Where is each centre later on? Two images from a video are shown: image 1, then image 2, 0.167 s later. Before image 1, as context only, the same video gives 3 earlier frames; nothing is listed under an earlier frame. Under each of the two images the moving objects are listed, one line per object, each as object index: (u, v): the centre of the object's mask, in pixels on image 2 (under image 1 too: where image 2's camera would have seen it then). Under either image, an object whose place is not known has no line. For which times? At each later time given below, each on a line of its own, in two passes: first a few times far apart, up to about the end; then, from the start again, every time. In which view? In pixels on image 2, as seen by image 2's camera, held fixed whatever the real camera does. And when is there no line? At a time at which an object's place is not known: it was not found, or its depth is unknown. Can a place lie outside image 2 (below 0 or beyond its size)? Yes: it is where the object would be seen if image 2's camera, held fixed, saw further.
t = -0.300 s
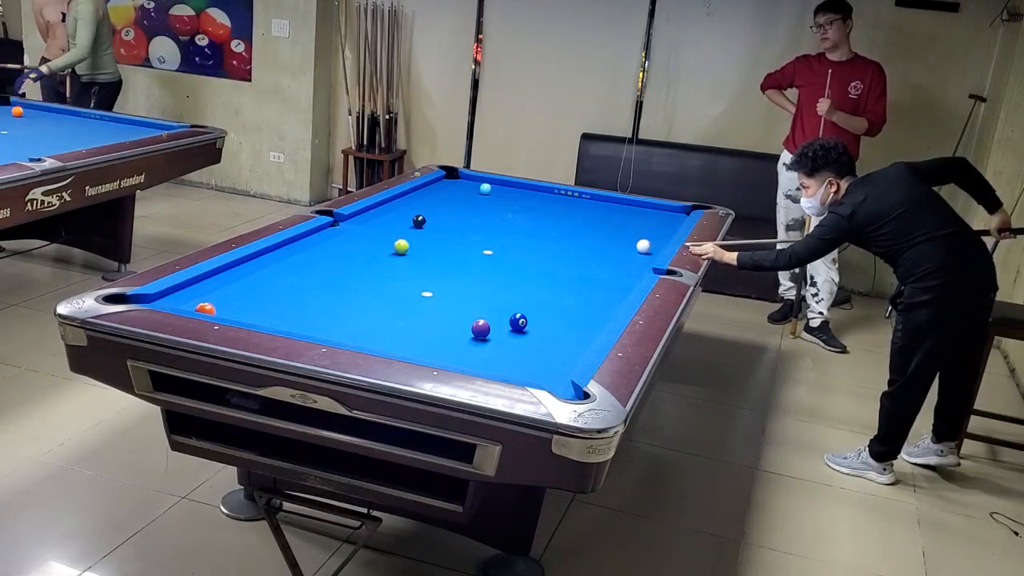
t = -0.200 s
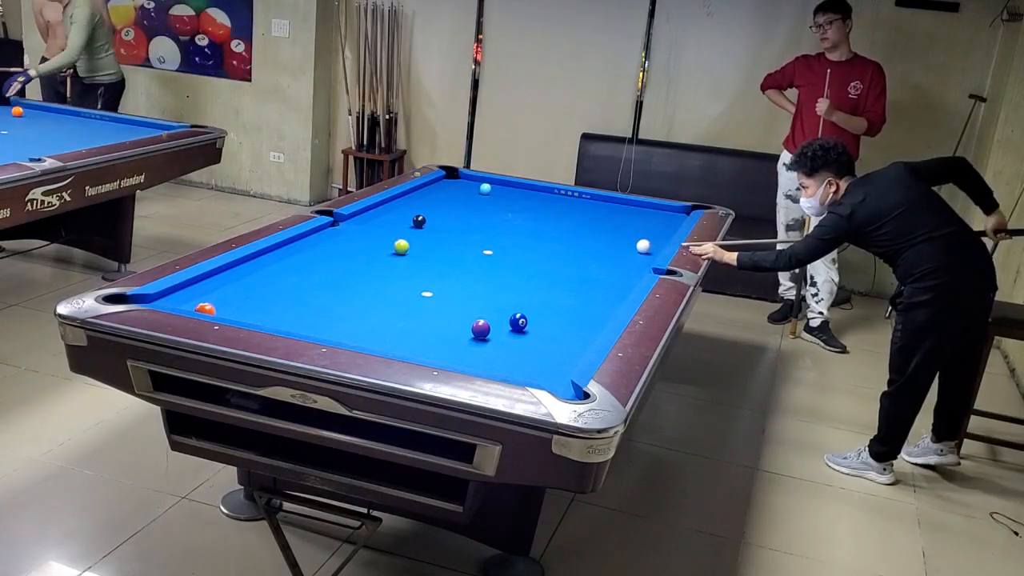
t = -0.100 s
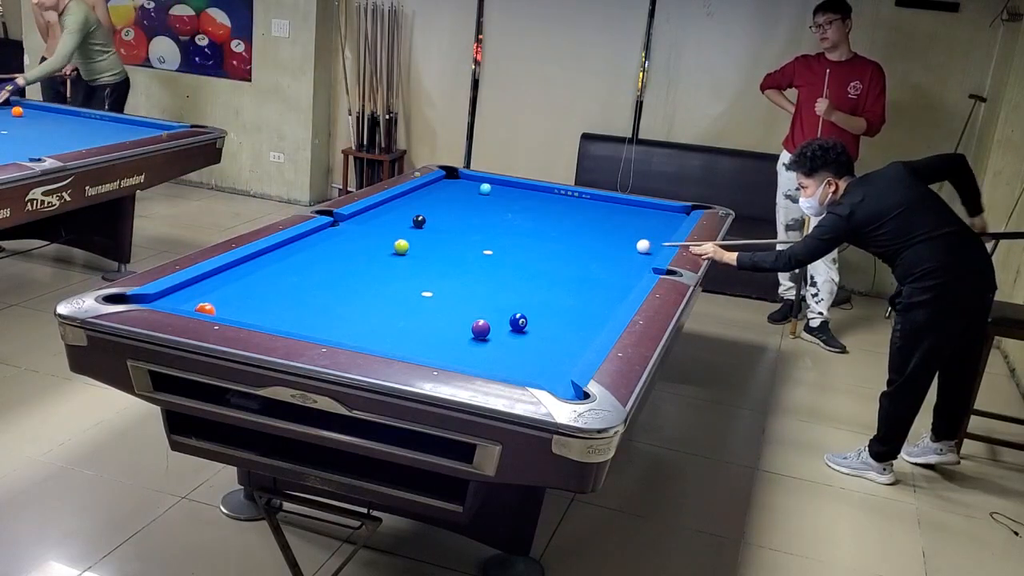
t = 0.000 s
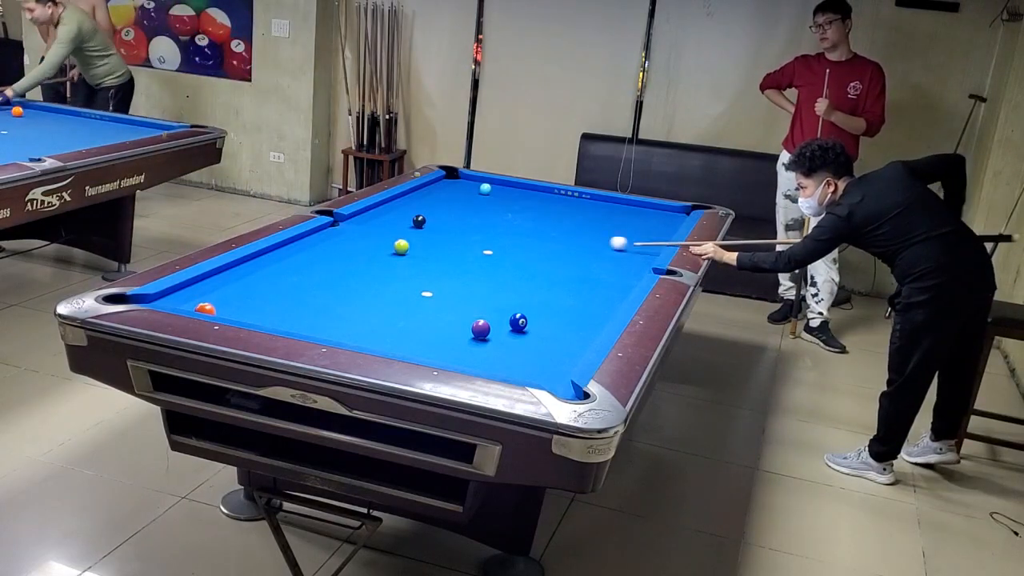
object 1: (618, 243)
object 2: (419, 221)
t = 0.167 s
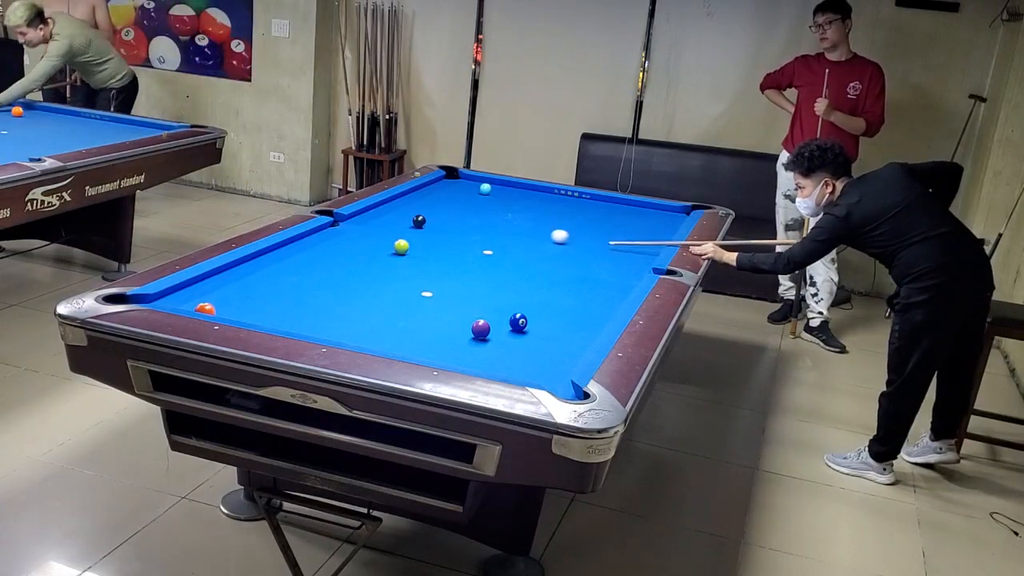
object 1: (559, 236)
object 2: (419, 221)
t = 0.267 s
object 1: (526, 232)
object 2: (419, 221)
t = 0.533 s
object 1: (437, 222)
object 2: (419, 221)
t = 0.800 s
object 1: (406, 211)
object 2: (367, 222)
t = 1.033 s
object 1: (387, 204)
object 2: (347, 221)
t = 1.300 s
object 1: (410, 205)
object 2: (368, 220)
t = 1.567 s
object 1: (432, 206)
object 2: (387, 219)
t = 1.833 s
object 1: (452, 207)
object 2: (405, 218)
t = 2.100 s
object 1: (470, 207)
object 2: (421, 217)
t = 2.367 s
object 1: (488, 208)
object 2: (435, 216)
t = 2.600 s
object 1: (502, 208)
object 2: (447, 216)
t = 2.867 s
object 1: (517, 209)
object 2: (460, 215)
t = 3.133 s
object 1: (531, 209)
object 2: (471, 214)
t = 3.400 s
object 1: (544, 209)
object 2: (481, 214)
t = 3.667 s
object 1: (555, 209)
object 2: (490, 213)
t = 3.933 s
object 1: (566, 210)
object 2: (499, 213)
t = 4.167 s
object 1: (575, 210)
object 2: (505, 212)
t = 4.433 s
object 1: (584, 210)
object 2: (512, 212)
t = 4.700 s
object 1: (592, 210)
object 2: (517, 211)
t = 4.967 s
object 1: (599, 210)
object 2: (521, 211)
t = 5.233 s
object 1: (605, 210)
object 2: (525, 210)
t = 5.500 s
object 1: (610, 210)
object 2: (528, 210)
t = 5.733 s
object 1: (614, 210)
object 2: (529, 210)
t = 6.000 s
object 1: (617, 210)
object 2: (530, 210)
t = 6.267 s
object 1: (619, 210)
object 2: (531, 210)
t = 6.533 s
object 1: (621, 210)
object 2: (532, 210)
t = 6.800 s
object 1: (622, 210)
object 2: (531, 210)
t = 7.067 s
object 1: (623, 210)
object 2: (531, 210)
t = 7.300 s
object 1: (622, 210)
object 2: (531, 210)
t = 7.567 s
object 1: (623, 210)
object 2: (531, 210)
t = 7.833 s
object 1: (622, 210)
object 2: (531, 210)
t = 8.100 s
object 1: (622, 210)
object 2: (531, 210)
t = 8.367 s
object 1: (622, 210)
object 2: (531, 210)
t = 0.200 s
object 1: (548, 235)
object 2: (419, 221)
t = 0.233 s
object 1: (536, 234)
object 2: (419, 221)
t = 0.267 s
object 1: (526, 232)
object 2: (419, 221)
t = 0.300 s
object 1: (514, 231)
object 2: (419, 221)
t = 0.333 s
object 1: (503, 230)
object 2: (419, 221)
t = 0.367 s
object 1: (492, 228)
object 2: (419, 221)
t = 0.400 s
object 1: (481, 227)
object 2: (419, 221)
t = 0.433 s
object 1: (470, 226)
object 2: (419, 221)
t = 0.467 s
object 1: (459, 224)
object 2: (419, 221)
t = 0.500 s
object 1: (448, 223)
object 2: (419, 221)
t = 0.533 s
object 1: (437, 222)
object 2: (419, 221)
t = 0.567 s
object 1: (430, 220)
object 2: (414, 221)
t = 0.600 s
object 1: (428, 219)
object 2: (406, 221)
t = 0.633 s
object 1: (425, 218)
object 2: (399, 221)
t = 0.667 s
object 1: (422, 216)
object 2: (392, 221)
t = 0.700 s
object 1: (418, 215)
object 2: (385, 221)
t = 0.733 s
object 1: (414, 214)
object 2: (379, 221)
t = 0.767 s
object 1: (410, 212)
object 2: (373, 222)
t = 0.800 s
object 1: (406, 211)
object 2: (367, 222)
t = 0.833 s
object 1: (402, 210)
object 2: (361, 221)
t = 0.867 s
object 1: (398, 209)
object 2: (354, 221)
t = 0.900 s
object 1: (394, 207)
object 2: (348, 221)
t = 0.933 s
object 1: (390, 206)
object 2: (342, 221)
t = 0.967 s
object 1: (387, 205)
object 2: (340, 221)
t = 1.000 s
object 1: (384, 204)
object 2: (344, 221)
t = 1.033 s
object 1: (387, 204)
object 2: (347, 221)
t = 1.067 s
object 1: (390, 204)
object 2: (350, 221)
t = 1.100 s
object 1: (393, 204)
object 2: (352, 221)
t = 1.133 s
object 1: (396, 204)
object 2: (355, 221)
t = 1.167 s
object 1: (399, 205)
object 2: (358, 220)
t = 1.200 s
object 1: (402, 205)
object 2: (360, 220)
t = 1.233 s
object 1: (404, 205)
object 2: (363, 220)
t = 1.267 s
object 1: (407, 205)
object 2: (365, 220)
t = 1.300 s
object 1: (410, 205)
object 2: (368, 220)
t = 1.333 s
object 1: (413, 205)
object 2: (371, 220)
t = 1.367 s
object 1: (416, 205)
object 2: (373, 220)
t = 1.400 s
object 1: (418, 205)
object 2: (376, 220)
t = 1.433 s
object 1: (421, 205)
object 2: (378, 219)
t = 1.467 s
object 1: (424, 205)
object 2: (380, 219)
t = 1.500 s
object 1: (426, 205)
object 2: (383, 219)
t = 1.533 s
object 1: (429, 206)
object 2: (385, 219)
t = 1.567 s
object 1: (432, 206)
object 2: (387, 219)
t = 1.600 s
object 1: (434, 206)
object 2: (390, 219)
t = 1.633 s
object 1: (437, 206)
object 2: (392, 219)
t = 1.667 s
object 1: (439, 206)
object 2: (394, 218)
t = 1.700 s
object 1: (442, 206)
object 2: (396, 218)
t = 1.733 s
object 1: (444, 206)
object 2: (398, 218)
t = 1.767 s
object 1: (447, 206)
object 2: (400, 218)
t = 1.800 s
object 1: (449, 206)
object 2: (402, 218)
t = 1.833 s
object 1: (452, 207)
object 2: (405, 218)
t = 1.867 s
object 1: (454, 207)
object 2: (407, 218)
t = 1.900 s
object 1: (456, 207)
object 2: (409, 218)
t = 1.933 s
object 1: (459, 207)
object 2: (411, 218)
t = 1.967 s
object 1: (461, 207)
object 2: (413, 218)
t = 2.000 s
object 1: (463, 207)
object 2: (415, 217)
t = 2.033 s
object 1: (466, 207)
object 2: (417, 217)
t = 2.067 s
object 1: (468, 207)
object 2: (419, 217)
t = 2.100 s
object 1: (470, 207)
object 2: (421, 217)
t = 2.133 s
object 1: (472, 207)
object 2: (423, 217)
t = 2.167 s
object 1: (475, 207)
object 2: (425, 217)
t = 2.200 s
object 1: (477, 208)
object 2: (427, 217)
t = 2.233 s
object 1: (479, 207)
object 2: (428, 217)
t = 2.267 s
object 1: (481, 208)
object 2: (430, 217)
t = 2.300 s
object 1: (483, 208)
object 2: (432, 217)
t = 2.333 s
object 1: (486, 208)
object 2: (434, 216)
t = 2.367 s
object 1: (488, 208)
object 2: (435, 216)
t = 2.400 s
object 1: (490, 208)
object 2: (437, 216)
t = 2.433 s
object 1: (492, 208)
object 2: (439, 216)
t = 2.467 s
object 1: (494, 208)
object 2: (441, 216)
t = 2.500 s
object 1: (496, 208)
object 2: (442, 216)
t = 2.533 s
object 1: (498, 208)
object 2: (444, 216)
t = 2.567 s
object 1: (500, 208)
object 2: (446, 216)
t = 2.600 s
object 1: (502, 208)
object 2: (447, 216)
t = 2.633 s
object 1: (504, 208)
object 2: (449, 216)
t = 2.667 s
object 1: (506, 208)
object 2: (451, 215)
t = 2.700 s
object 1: (508, 208)
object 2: (452, 215)
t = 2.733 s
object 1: (510, 208)
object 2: (454, 215)
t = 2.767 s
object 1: (511, 208)
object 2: (455, 215)
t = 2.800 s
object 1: (513, 208)
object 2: (457, 215)
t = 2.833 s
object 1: (515, 208)
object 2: (458, 215)
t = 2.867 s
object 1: (517, 209)
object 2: (460, 215)
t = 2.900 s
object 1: (519, 209)
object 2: (461, 215)
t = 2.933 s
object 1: (520, 208)
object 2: (463, 215)
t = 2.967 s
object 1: (522, 209)
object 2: (464, 215)
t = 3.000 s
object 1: (524, 209)
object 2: (466, 215)
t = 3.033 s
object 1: (526, 209)
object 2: (467, 214)
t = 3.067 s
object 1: (527, 209)
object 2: (468, 214)
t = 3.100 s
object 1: (529, 209)
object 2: (470, 214)
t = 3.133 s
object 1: (531, 209)
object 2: (471, 214)
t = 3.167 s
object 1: (533, 209)
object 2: (472, 214)
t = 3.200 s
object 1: (534, 209)
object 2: (474, 214)
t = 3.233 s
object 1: (536, 209)
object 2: (475, 214)
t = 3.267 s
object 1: (537, 209)
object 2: (476, 214)
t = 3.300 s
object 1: (539, 209)
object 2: (478, 214)
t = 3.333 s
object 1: (541, 209)
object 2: (479, 214)
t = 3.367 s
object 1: (542, 209)
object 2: (480, 214)
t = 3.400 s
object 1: (544, 209)
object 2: (481, 214)
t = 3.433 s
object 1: (545, 209)
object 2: (482, 214)
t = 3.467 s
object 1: (547, 209)
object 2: (483, 213)
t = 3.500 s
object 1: (548, 209)
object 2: (485, 213)
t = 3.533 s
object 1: (550, 209)
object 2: (486, 213)
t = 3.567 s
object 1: (551, 209)
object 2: (487, 213)
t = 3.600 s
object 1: (553, 209)
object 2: (488, 213)
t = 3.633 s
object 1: (554, 209)
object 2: (490, 213)
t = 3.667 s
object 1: (555, 209)
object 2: (490, 213)
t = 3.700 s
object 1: (557, 209)
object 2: (492, 213)
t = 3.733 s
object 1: (558, 209)
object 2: (493, 213)
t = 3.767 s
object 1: (559, 209)
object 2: (494, 213)
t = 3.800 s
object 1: (561, 209)
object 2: (495, 213)
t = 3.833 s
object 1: (562, 209)
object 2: (496, 213)
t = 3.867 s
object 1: (563, 209)
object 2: (497, 213)
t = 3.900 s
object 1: (565, 209)
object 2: (498, 213)
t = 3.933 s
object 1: (566, 210)
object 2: (499, 213)
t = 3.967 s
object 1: (567, 209)
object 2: (499, 213)
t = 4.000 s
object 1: (569, 210)
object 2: (500, 213)
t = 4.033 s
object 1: (570, 209)
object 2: (501, 212)
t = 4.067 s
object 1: (571, 209)
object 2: (502, 212)
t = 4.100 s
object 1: (572, 209)
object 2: (503, 212)
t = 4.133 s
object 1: (573, 209)
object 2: (504, 212)
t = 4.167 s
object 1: (575, 210)
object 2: (505, 212)
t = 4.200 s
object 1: (576, 209)
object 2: (505, 212)
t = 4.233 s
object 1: (577, 209)
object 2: (506, 212)
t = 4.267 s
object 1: (578, 209)
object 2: (507, 212)
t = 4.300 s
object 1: (579, 210)
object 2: (508, 212)
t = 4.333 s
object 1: (580, 209)
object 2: (509, 212)
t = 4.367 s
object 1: (582, 210)
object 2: (510, 212)
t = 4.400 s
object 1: (583, 210)
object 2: (511, 212)
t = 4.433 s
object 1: (584, 210)
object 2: (512, 212)
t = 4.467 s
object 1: (585, 210)
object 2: (512, 211)
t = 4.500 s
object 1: (587, 210)
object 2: (513, 211)
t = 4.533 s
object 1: (587, 210)
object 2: (514, 211)
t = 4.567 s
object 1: (588, 210)
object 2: (514, 211)
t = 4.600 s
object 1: (589, 210)
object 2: (515, 211)
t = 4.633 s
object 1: (590, 210)
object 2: (516, 211)
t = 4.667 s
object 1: (591, 210)
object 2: (516, 211)
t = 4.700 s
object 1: (592, 210)
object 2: (517, 211)
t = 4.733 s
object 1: (593, 210)
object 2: (517, 211)
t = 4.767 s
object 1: (594, 210)
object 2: (518, 211)
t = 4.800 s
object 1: (595, 209)
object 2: (519, 211)
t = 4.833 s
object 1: (595, 210)
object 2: (520, 211)
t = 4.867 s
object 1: (596, 210)
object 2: (520, 211)
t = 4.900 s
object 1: (597, 210)
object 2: (520, 211)
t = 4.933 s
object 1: (598, 210)
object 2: (521, 210)
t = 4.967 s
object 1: (599, 210)
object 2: (521, 211)
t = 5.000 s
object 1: (599, 210)
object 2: (522, 210)
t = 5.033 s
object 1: (600, 210)
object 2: (522, 211)
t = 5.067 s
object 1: (601, 210)
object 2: (523, 211)
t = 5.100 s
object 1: (602, 210)
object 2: (523, 210)
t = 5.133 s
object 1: (602, 210)
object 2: (524, 210)
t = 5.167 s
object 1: (603, 210)
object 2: (524, 210)
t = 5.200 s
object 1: (604, 210)
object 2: (524, 210)
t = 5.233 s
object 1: (605, 210)
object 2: (525, 210)
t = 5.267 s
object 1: (605, 210)
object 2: (525, 210)
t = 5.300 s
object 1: (606, 210)
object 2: (525, 210)
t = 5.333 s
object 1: (607, 210)
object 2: (526, 210)
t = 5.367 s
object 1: (607, 210)
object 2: (526, 210)
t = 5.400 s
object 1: (608, 210)
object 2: (527, 210)
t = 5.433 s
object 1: (608, 210)
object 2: (527, 210)
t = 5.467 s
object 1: (609, 210)
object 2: (527, 210)
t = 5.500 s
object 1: (610, 210)
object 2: (528, 210)
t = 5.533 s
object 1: (610, 210)
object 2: (528, 210)
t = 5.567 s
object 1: (611, 210)
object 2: (528, 210)
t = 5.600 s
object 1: (611, 210)
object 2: (528, 210)
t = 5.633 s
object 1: (612, 210)
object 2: (529, 210)
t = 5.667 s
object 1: (612, 210)
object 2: (529, 210)
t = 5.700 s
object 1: (613, 210)
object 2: (529, 210)
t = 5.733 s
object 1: (614, 210)
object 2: (529, 210)
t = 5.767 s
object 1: (614, 210)
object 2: (529, 210)
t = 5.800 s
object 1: (614, 210)
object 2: (530, 210)
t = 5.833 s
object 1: (615, 210)
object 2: (530, 210)
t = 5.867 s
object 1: (615, 210)
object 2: (530, 210)
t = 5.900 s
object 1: (615, 210)
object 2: (530, 210)
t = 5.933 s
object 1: (616, 210)
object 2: (530, 210)
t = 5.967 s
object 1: (616, 210)
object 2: (530, 210)
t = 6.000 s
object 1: (617, 210)
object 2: (530, 210)
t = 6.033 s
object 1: (617, 210)
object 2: (530, 210)
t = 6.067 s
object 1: (618, 210)
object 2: (530, 210)
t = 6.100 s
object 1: (618, 210)
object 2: (531, 210)
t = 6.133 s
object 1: (618, 210)
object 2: (531, 210)
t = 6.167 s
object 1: (619, 210)
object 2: (531, 210)
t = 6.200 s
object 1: (619, 210)
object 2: (531, 210)
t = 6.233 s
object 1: (619, 210)
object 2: (531, 210)
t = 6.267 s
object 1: (619, 210)
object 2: (531, 210)
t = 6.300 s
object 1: (620, 210)
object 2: (531, 210)
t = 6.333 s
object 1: (620, 210)
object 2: (531, 210)
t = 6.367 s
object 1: (620, 210)
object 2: (532, 210)
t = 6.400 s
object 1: (620, 210)
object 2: (532, 210)
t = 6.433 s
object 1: (621, 210)
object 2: (532, 210)
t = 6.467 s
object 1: (621, 210)
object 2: (532, 210)
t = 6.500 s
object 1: (621, 210)
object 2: (532, 210)
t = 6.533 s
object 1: (621, 210)
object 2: (532, 210)
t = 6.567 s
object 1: (622, 210)
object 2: (532, 210)
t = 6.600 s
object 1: (622, 210)
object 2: (531, 210)
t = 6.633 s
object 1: (622, 210)
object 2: (531, 210)
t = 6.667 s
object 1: (622, 210)
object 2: (531, 210)
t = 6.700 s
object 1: (622, 210)
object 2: (531, 210)
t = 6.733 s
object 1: (622, 210)
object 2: (531, 210)
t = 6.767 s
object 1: (622, 210)
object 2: (531, 210)
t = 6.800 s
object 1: (622, 210)
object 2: (531, 210)
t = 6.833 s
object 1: (623, 210)
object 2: (531, 210)
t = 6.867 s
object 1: (623, 210)
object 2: (531, 210)
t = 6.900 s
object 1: (623, 210)
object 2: (531, 210)
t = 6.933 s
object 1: (623, 210)
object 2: (531, 210)
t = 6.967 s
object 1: (623, 210)
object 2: (531, 210)
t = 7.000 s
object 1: (623, 210)
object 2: (531, 210)
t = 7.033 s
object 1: (623, 210)
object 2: (531, 210)
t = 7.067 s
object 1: (623, 210)
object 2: (531, 210)
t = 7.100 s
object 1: (622, 210)
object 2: (531, 210)
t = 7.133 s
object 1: (622, 210)
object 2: (531, 210)
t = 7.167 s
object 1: (622, 210)
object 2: (531, 210)
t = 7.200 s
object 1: (622, 210)
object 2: (531, 210)
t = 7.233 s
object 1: (622, 210)
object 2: (531, 210)
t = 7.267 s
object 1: (622, 210)
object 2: (531, 210)
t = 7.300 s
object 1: (622, 210)
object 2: (531, 210)
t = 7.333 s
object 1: (623, 210)
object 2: (531, 210)
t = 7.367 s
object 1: (622, 210)
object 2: (531, 210)
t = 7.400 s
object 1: (622, 210)
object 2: (531, 210)
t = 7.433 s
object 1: (622, 210)
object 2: (531, 210)
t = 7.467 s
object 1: (622, 210)
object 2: (531, 210)
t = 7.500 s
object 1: (622, 210)
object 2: (531, 210)
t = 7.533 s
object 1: (622, 210)
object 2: (531, 210)
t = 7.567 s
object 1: (623, 210)
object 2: (531, 210)
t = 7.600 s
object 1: (622, 210)
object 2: (531, 210)
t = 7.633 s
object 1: (622, 210)
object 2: (531, 210)
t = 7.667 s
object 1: (622, 210)
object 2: (531, 210)
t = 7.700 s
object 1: (622, 210)
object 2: (531, 210)
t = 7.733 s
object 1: (622, 210)
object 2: (531, 210)
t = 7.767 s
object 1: (622, 210)
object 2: (531, 210)
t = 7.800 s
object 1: (622, 210)
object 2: (531, 210)
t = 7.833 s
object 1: (622, 210)
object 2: (531, 210)
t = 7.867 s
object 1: (622, 210)
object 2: (531, 210)
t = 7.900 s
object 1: (622, 210)
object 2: (531, 210)
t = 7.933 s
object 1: (622, 210)
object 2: (531, 210)
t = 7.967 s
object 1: (622, 210)
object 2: (531, 210)
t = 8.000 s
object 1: (623, 210)
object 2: (531, 210)
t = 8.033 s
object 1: (622, 210)
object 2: (531, 210)
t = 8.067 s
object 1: (622, 210)
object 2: (531, 210)
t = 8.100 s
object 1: (622, 210)
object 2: (531, 210)
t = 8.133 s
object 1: (622, 210)
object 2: (531, 210)
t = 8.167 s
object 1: (622, 210)
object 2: (531, 210)
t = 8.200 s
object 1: (622, 210)
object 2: (531, 210)
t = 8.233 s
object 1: (622, 210)
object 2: (531, 210)
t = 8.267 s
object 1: (622, 210)
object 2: (531, 210)
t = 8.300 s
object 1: (623, 210)
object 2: (531, 210)
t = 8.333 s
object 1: (623, 210)
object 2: (531, 210)
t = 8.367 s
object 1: (622, 210)
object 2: (531, 210)
